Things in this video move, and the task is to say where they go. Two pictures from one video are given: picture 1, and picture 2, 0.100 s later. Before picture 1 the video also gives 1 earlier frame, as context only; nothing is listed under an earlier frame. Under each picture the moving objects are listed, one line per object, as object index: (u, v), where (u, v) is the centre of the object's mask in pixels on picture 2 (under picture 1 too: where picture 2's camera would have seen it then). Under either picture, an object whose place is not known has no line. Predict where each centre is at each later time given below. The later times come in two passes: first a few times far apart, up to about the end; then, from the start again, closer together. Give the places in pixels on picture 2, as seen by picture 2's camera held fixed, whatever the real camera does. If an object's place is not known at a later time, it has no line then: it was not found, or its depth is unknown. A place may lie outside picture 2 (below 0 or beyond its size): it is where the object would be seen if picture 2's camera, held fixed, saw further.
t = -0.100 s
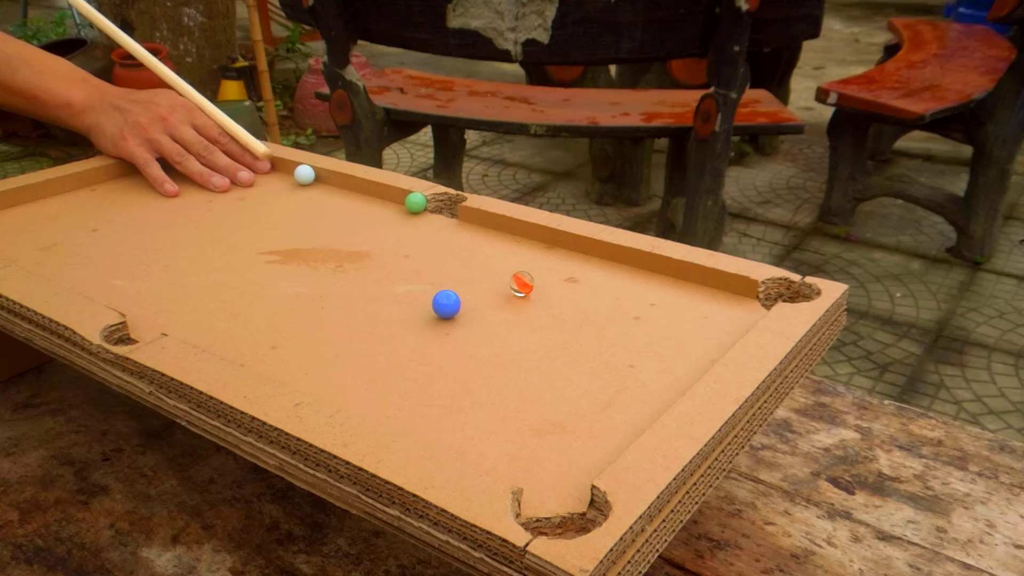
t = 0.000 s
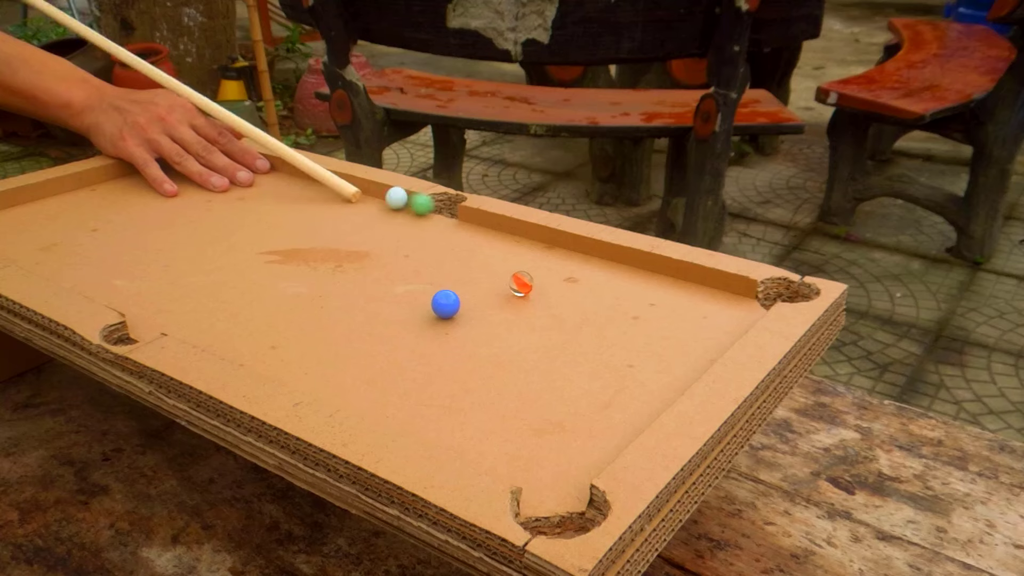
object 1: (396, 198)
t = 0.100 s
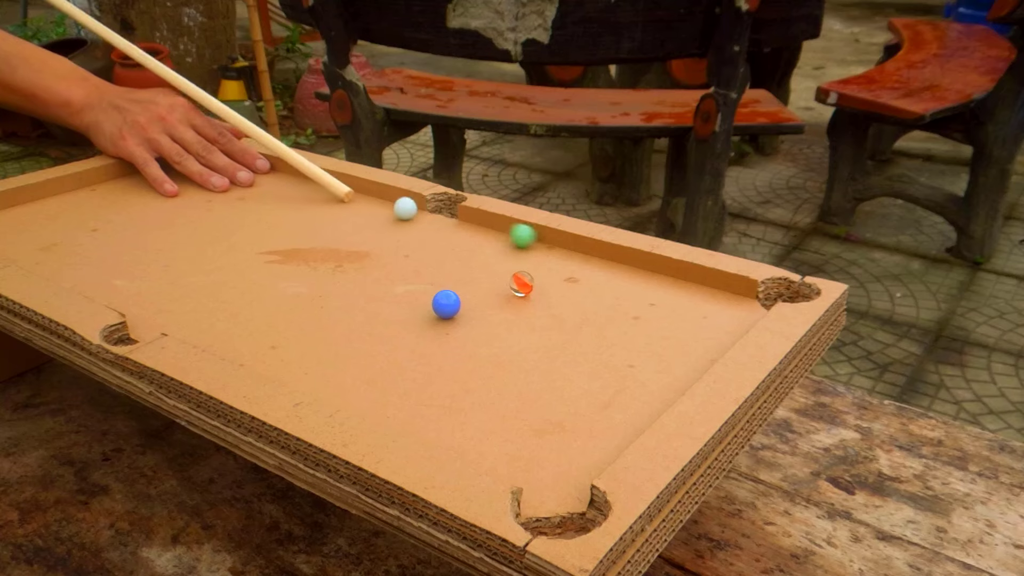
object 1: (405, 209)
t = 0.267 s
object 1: (432, 222)
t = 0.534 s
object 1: (486, 238)
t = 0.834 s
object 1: (558, 243)
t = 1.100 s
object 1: (581, 248)
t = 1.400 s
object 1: (591, 249)
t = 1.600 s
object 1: (592, 249)
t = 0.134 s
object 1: (410, 211)
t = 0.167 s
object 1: (414, 214)
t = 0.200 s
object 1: (420, 217)
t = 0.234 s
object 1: (426, 220)
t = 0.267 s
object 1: (432, 222)
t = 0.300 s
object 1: (438, 224)
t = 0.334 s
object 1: (445, 227)
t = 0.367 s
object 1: (451, 230)
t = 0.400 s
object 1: (457, 232)
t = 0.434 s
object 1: (464, 234)
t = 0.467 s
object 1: (471, 235)
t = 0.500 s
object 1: (479, 237)
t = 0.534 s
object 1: (486, 238)
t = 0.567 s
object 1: (494, 239)
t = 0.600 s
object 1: (502, 240)
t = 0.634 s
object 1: (510, 241)
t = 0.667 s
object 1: (518, 242)
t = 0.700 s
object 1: (526, 242)
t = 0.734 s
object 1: (534, 242)
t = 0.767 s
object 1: (542, 242)
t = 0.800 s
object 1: (550, 243)
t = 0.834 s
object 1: (558, 243)
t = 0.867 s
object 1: (564, 243)
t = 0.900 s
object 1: (567, 244)
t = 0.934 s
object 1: (570, 245)
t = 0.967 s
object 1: (573, 246)
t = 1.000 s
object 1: (575, 247)
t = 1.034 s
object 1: (577, 248)
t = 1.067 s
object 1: (579, 248)
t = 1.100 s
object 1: (581, 248)
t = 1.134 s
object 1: (582, 249)
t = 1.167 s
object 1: (584, 249)
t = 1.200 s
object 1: (585, 249)
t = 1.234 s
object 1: (587, 248)
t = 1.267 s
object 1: (588, 248)
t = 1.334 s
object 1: (589, 249)
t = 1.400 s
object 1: (591, 249)
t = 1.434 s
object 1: (591, 249)
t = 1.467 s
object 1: (591, 249)
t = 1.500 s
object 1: (592, 249)
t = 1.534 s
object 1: (592, 249)
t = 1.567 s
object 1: (592, 249)
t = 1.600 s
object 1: (592, 249)
